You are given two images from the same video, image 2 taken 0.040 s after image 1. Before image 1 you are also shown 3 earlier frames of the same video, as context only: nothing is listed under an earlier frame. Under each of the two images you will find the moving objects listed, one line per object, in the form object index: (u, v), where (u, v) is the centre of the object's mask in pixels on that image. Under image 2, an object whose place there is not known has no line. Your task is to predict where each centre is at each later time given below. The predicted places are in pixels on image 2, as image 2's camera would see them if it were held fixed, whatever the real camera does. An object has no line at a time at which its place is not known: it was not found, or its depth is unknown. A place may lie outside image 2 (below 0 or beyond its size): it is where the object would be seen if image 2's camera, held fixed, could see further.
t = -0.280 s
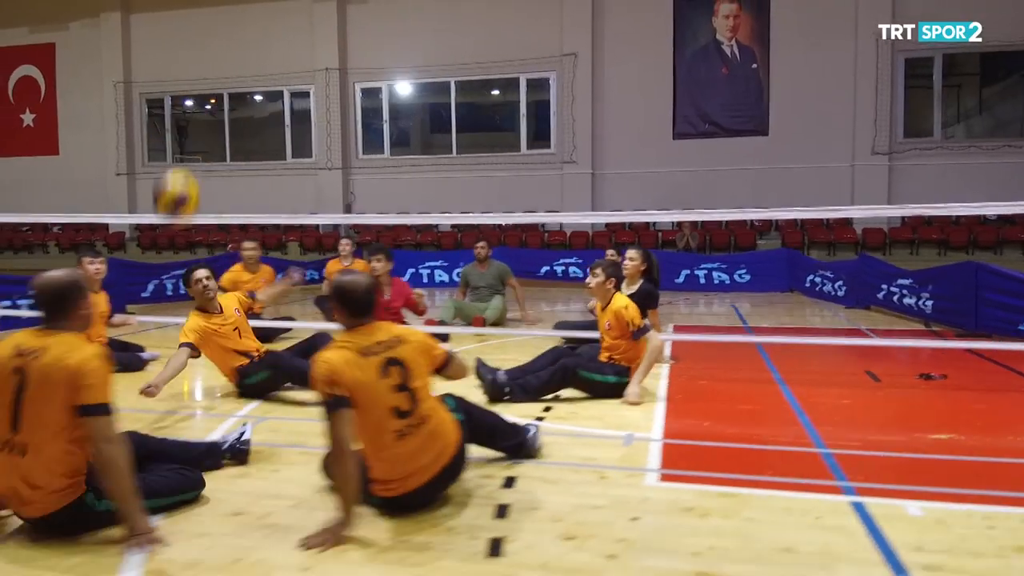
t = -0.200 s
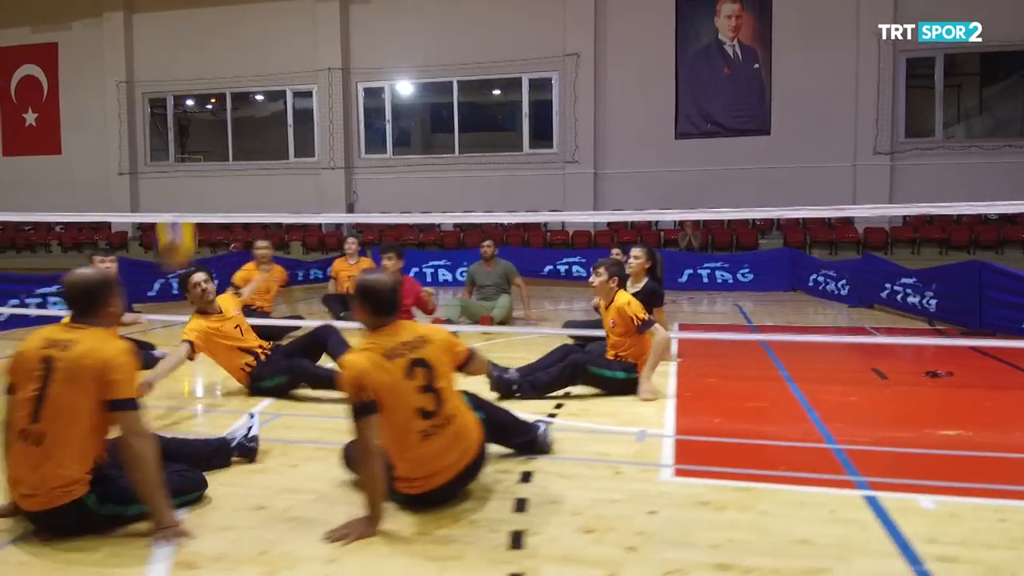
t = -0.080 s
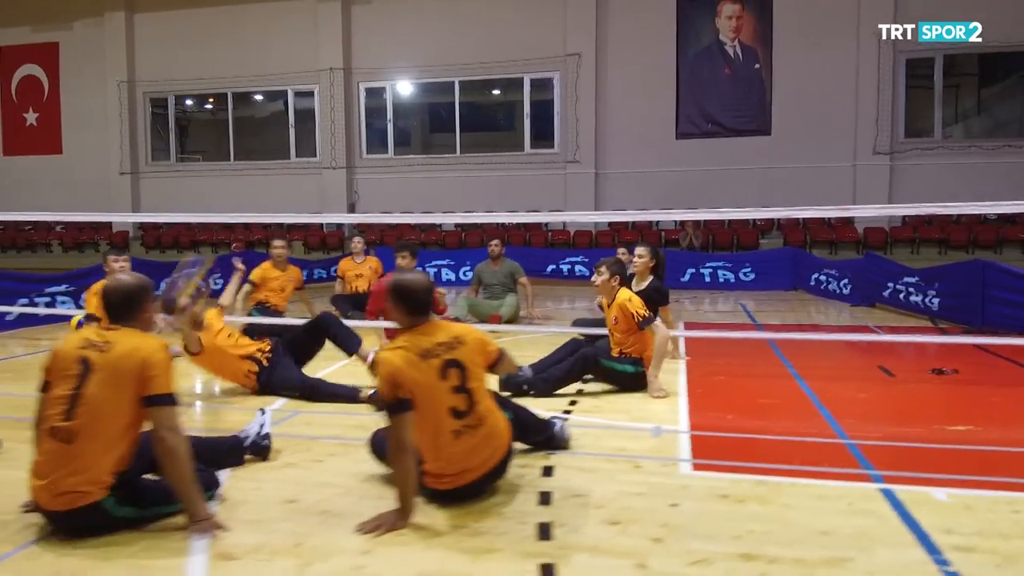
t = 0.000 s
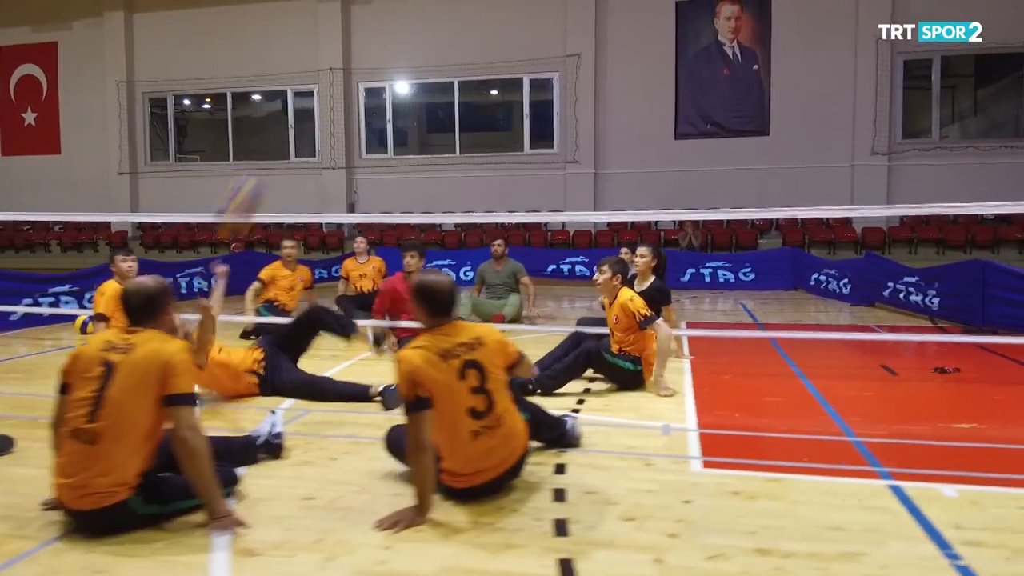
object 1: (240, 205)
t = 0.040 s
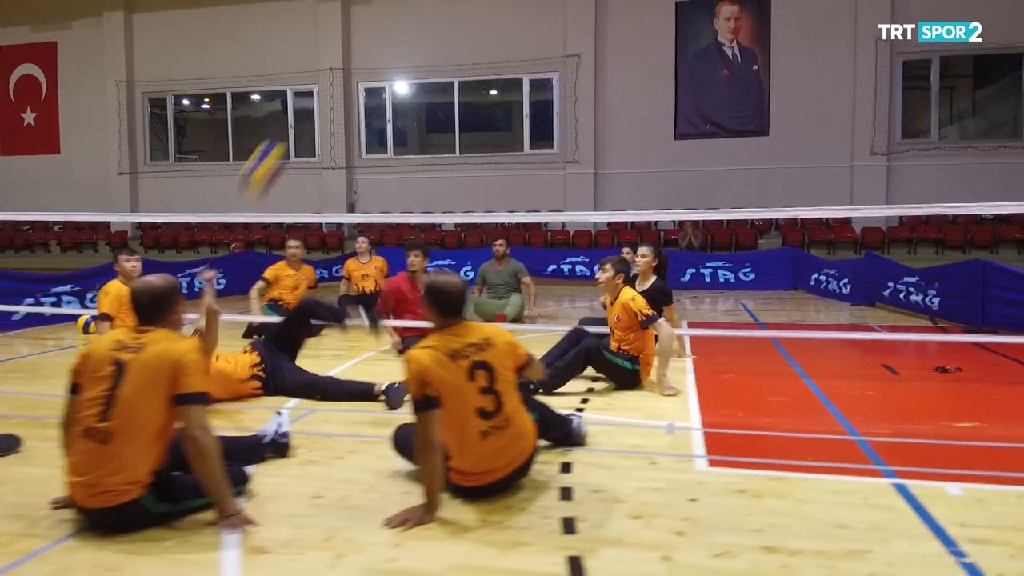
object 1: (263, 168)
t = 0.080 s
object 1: (287, 135)
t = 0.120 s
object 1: (310, 108)
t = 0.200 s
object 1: (344, 60)
